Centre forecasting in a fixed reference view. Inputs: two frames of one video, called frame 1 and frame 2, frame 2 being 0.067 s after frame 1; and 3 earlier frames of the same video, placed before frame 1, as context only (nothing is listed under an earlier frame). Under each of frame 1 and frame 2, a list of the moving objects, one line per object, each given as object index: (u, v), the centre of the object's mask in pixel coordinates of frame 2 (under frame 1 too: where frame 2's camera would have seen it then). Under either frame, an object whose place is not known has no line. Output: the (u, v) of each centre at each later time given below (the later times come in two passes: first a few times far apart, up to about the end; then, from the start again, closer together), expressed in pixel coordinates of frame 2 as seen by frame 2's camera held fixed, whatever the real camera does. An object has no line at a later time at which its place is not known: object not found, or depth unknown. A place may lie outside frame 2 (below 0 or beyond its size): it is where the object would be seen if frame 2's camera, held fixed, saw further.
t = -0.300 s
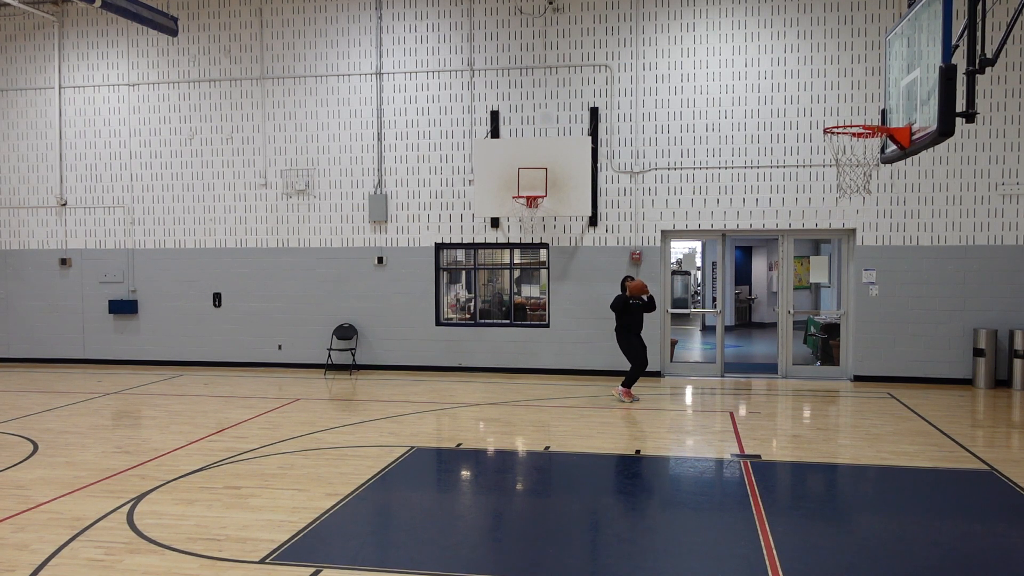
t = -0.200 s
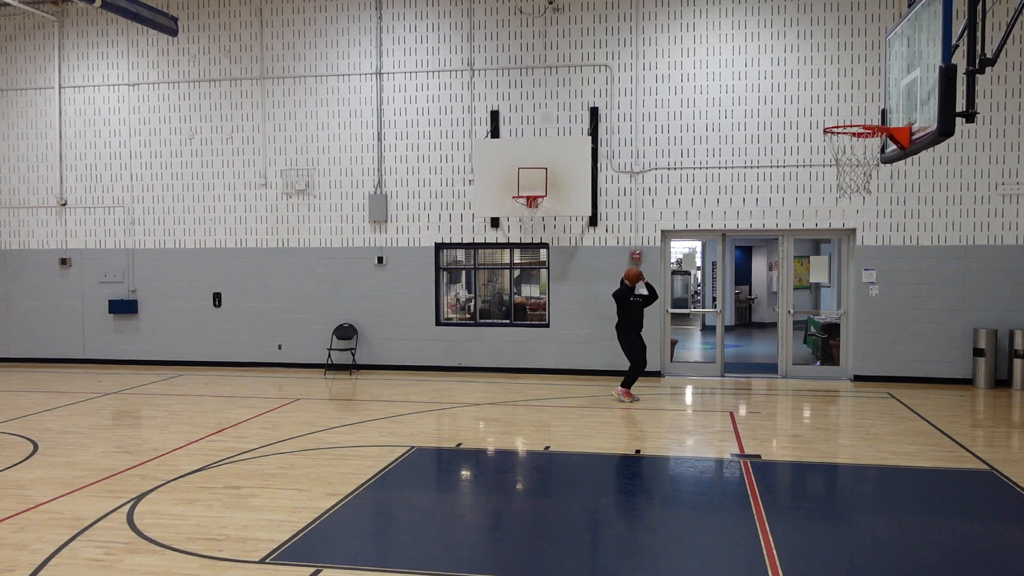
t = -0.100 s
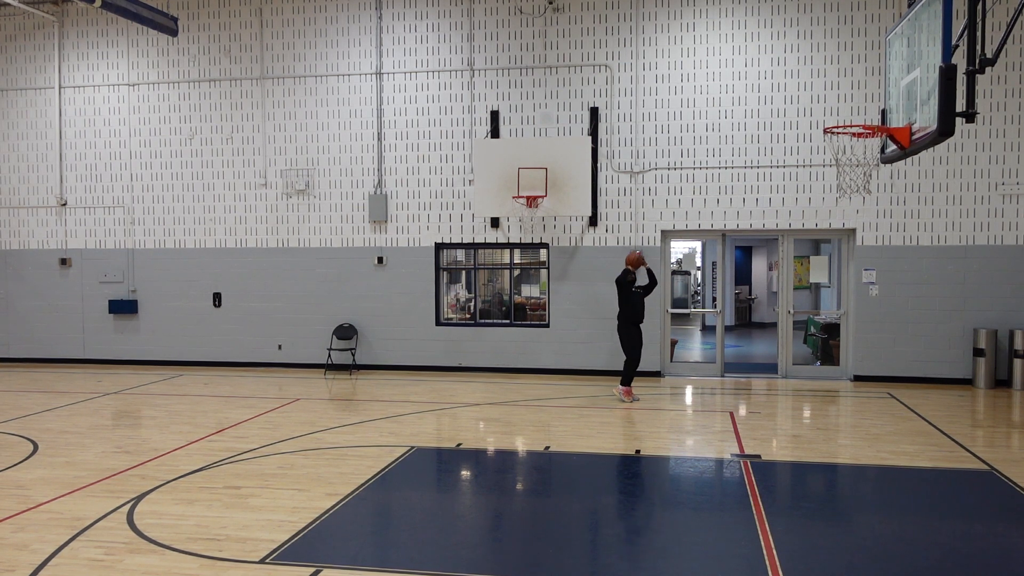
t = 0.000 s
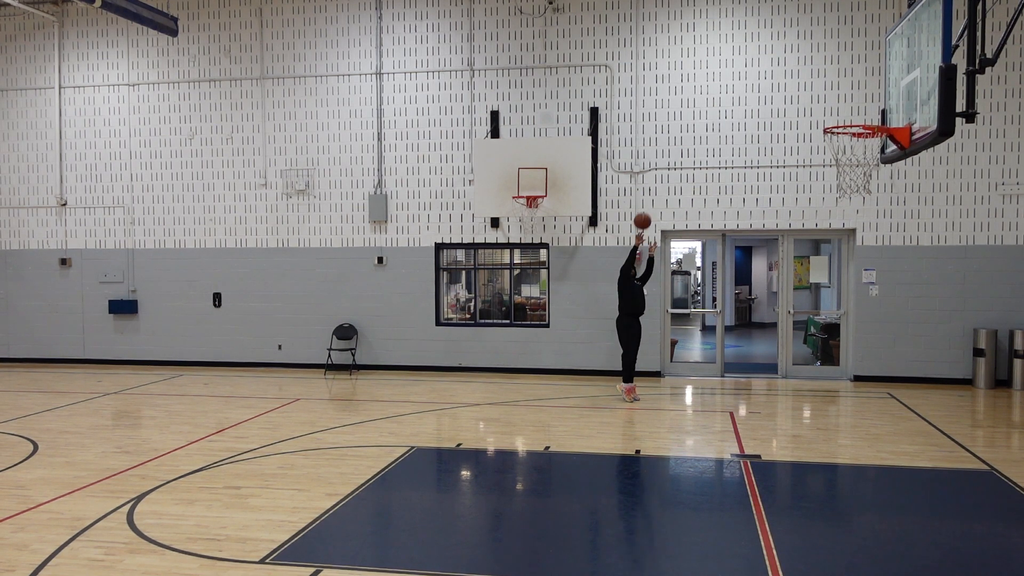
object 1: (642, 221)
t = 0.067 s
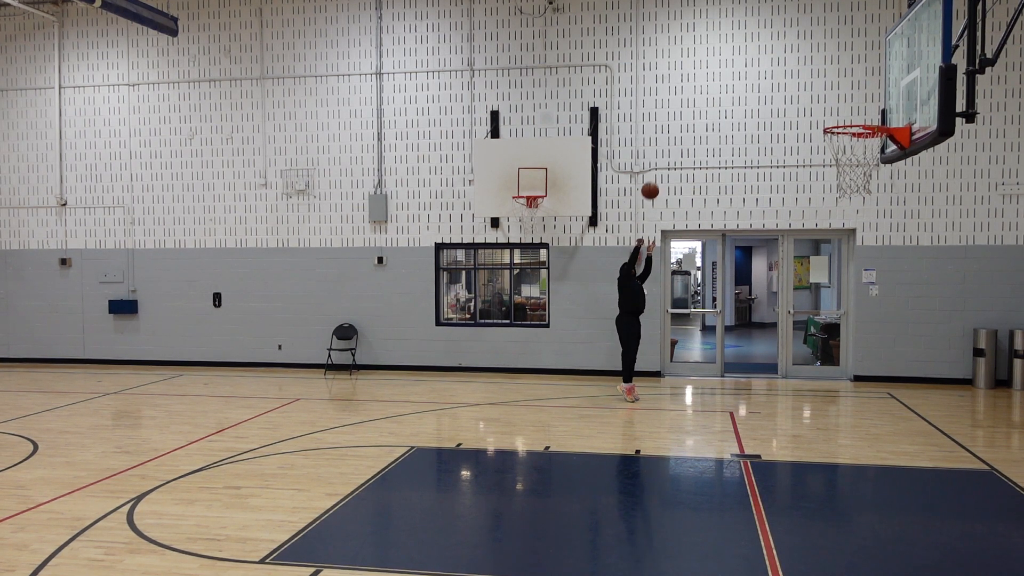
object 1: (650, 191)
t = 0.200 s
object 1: (666, 135)
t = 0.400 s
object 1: (694, 69)
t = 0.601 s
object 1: (725, 27)
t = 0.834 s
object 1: (769, 19)
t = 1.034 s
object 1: (814, 62)
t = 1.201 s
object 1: (860, 144)
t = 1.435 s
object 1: (895, 226)
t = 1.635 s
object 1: (924, 351)
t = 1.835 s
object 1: (956, 539)
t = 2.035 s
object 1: (950, 408)
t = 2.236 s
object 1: (943, 322)
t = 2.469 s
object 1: (933, 291)
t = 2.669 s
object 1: (924, 321)
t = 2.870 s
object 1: (915, 401)
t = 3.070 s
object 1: (905, 494)
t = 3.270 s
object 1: (902, 406)
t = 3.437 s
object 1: (899, 371)
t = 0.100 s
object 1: (654, 176)
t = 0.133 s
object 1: (658, 162)
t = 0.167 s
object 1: (662, 148)
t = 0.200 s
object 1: (666, 135)
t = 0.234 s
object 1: (671, 123)
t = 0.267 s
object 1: (675, 111)
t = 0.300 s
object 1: (680, 99)
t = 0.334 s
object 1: (684, 89)
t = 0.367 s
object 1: (689, 78)
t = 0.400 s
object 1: (694, 69)
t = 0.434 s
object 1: (699, 60)
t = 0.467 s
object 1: (704, 52)
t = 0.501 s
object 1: (709, 44)
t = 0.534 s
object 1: (714, 38)
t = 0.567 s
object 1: (720, 32)
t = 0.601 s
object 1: (725, 27)
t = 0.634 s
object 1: (731, 23)
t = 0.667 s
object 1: (737, 19)
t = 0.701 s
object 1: (743, 17)
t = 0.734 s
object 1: (749, 16)
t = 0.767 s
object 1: (756, 16)
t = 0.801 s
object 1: (762, 17)
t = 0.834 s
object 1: (769, 19)
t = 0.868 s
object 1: (776, 23)
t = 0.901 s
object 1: (783, 28)
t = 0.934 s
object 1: (791, 34)
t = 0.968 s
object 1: (798, 42)
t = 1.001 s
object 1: (806, 51)
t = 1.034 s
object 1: (814, 62)
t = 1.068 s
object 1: (823, 75)
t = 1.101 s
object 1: (832, 89)
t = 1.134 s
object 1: (841, 106)
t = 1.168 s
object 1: (850, 124)
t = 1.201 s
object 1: (860, 144)
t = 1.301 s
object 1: (877, 176)
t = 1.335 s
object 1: (881, 186)
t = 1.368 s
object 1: (886, 198)
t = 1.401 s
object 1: (891, 211)
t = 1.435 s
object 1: (895, 226)
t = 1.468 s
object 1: (900, 243)
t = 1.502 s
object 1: (905, 261)
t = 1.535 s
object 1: (910, 280)
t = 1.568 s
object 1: (914, 302)
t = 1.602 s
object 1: (919, 325)
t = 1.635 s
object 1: (924, 351)
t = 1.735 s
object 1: (940, 437)
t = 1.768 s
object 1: (945, 470)
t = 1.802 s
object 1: (951, 503)
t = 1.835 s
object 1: (956, 539)
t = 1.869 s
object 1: (955, 525)
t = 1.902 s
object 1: (954, 499)
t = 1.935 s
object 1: (953, 474)
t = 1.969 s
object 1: (952, 450)
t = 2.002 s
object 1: (951, 428)
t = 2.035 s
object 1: (950, 408)
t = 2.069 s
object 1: (949, 390)
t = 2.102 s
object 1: (948, 373)
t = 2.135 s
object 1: (946, 358)
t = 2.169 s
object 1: (945, 344)
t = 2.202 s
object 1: (944, 332)
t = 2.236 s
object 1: (943, 322)
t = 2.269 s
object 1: (941, 313)
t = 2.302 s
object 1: (940, 305)
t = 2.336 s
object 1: (938, 299)
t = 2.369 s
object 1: (937, 295)
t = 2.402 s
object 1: (936, 292)
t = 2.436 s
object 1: (934, 291)
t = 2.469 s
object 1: (933, 291)
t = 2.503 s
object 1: (931, 292)
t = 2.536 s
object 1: (930, 295)
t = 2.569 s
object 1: (928, 300)
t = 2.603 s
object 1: (927, 306)
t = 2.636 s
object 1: (925, 313)
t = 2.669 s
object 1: (924, 321)
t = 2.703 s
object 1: (922, 332)
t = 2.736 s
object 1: (921, 343)
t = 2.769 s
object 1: (919, 356)
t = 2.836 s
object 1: (916, 385)
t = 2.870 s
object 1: (915, 401)
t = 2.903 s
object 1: (913, 419)
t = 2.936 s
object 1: (911, 437)
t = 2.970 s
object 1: (909, 458)
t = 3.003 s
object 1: (908, 479)
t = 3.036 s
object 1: (907, 501)
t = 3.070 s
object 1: (905, 494)
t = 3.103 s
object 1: (905, 477)
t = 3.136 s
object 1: (904, 459)
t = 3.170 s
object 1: (904, 444)
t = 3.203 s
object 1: (903, 430)
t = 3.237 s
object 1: (902, 417)
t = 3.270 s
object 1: (902, 406)
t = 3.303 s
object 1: (902, 396)
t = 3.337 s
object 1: (901, 388)
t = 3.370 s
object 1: (900, 381)
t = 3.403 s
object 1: (900, 375)
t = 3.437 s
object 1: (899, 371)
